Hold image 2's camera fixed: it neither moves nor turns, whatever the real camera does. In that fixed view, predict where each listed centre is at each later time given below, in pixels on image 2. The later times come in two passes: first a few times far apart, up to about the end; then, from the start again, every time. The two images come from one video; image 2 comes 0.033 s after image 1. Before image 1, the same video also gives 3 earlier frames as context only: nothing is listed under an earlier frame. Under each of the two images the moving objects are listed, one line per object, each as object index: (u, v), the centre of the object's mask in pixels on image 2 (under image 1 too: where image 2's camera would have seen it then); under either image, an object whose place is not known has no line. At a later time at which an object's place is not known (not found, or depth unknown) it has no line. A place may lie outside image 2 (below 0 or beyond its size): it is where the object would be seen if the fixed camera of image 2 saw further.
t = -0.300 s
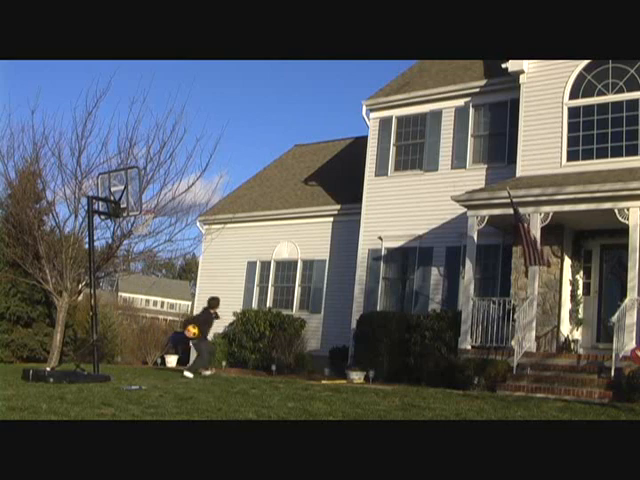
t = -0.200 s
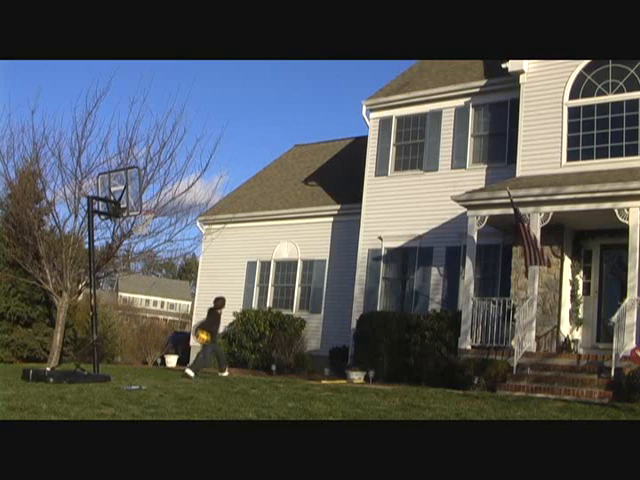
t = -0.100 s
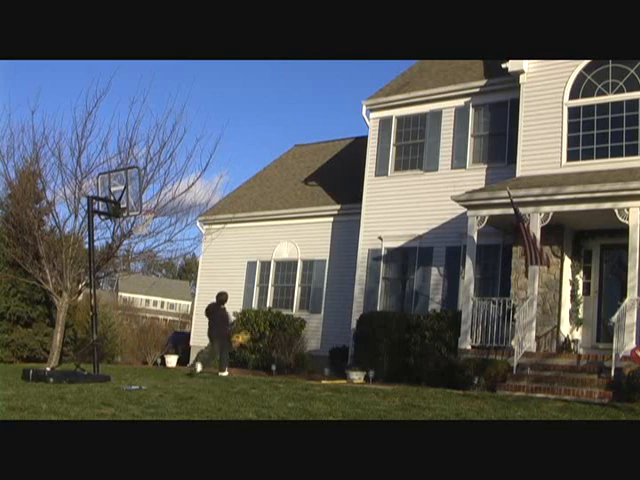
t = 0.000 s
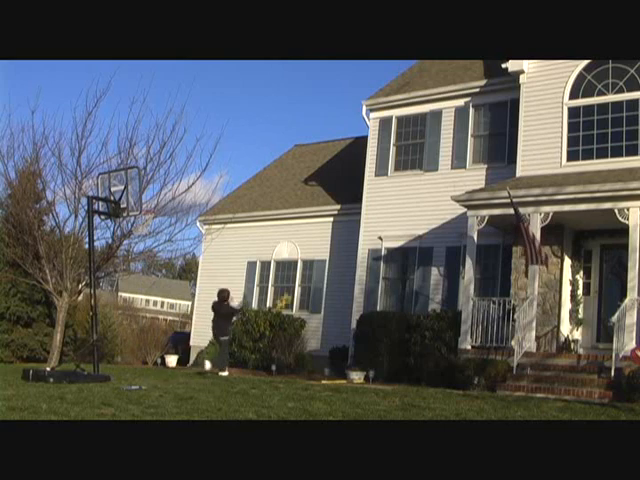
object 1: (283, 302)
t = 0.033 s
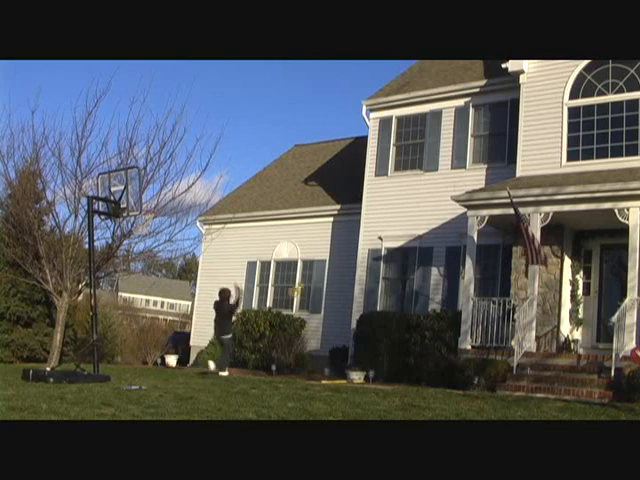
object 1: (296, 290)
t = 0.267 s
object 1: (373, 234)
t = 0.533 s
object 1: (370, 190)
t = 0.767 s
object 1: (321, 159)
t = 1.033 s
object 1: (255, 153)
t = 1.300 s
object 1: (173, 183)
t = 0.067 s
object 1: (308, 279)
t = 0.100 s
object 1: (320, 269)
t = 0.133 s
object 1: (333, 260)
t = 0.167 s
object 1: (344, 252)
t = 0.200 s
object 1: (353, 246)
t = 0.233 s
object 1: (363, 240)
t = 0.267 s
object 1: (373, 234)
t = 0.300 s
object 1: (382, 231)
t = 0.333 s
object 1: (391, 226)
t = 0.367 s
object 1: (399, 222)
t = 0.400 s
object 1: (393, 215)
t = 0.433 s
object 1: (388, 208)
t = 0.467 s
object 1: (382, 201)
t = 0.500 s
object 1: (375, 195)
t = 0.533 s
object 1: (370, 190)
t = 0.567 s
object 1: (363, 184)
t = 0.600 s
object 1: (356, 178)
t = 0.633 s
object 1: (349, 174)
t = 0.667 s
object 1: (342, 170)
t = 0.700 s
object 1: (335, 166)
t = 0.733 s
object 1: (329, 163)
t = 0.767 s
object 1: (321, 159)
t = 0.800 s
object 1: (313, 156)
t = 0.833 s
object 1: (305, 155)
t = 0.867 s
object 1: (298, 153)
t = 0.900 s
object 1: (289, 152)
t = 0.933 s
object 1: (280, 152)
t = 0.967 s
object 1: (272, 151)
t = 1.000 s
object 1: (263, 152)
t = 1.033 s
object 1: (255, 153)
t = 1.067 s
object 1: (245, 154)
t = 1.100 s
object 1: (236, 157)
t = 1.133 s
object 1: (226, 159)
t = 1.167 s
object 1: (216, 162)
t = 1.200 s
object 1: (206, 166)
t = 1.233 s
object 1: (195, 171)
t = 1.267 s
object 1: (184, 177)
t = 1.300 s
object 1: (173, 183)
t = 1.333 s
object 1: (162, 189)
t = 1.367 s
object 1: (150, 196)
